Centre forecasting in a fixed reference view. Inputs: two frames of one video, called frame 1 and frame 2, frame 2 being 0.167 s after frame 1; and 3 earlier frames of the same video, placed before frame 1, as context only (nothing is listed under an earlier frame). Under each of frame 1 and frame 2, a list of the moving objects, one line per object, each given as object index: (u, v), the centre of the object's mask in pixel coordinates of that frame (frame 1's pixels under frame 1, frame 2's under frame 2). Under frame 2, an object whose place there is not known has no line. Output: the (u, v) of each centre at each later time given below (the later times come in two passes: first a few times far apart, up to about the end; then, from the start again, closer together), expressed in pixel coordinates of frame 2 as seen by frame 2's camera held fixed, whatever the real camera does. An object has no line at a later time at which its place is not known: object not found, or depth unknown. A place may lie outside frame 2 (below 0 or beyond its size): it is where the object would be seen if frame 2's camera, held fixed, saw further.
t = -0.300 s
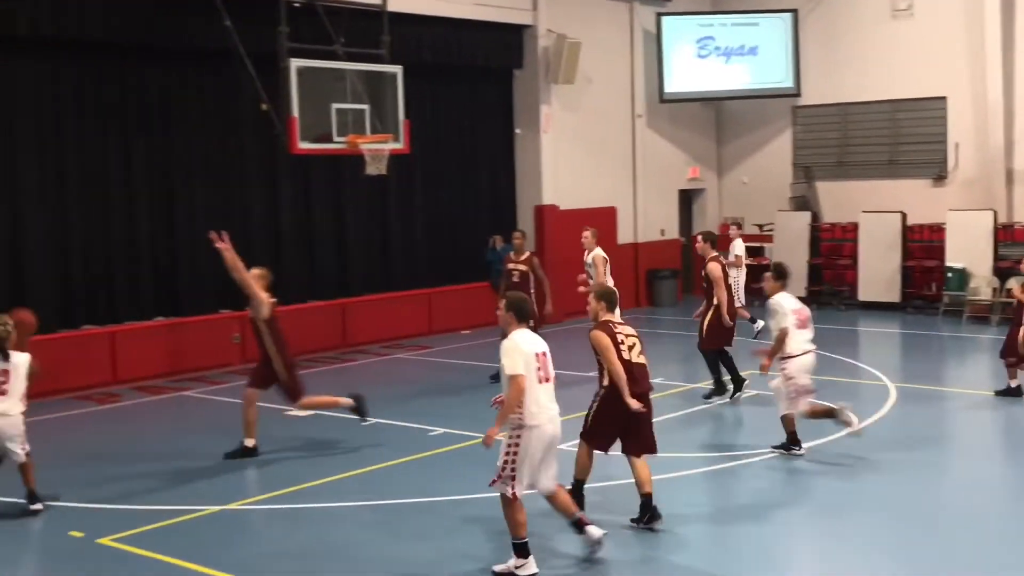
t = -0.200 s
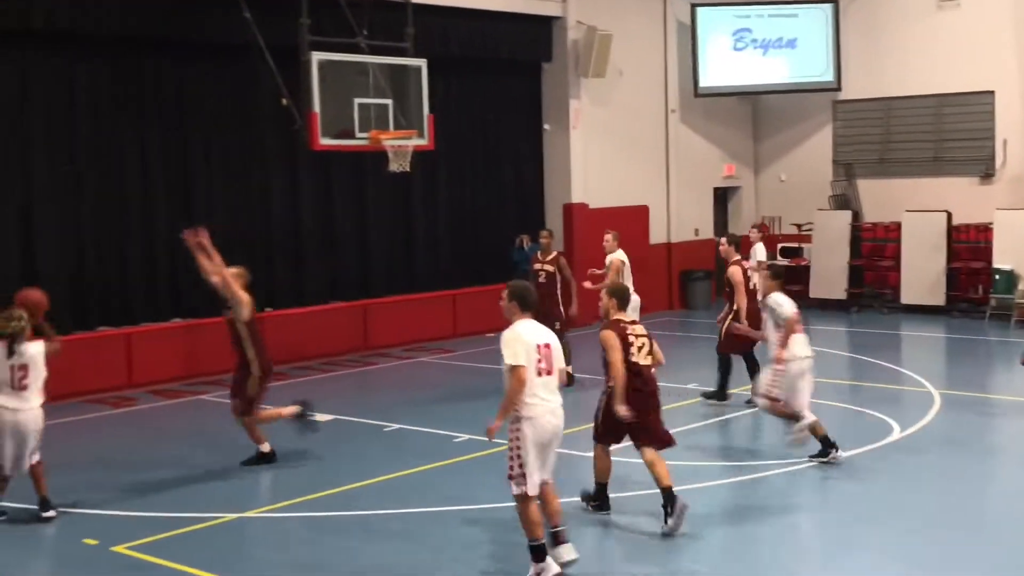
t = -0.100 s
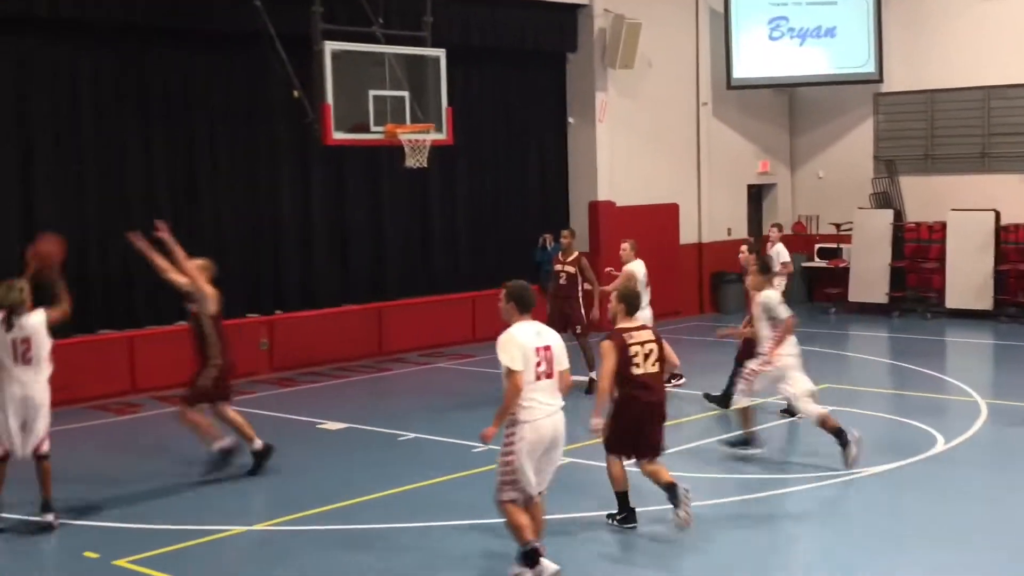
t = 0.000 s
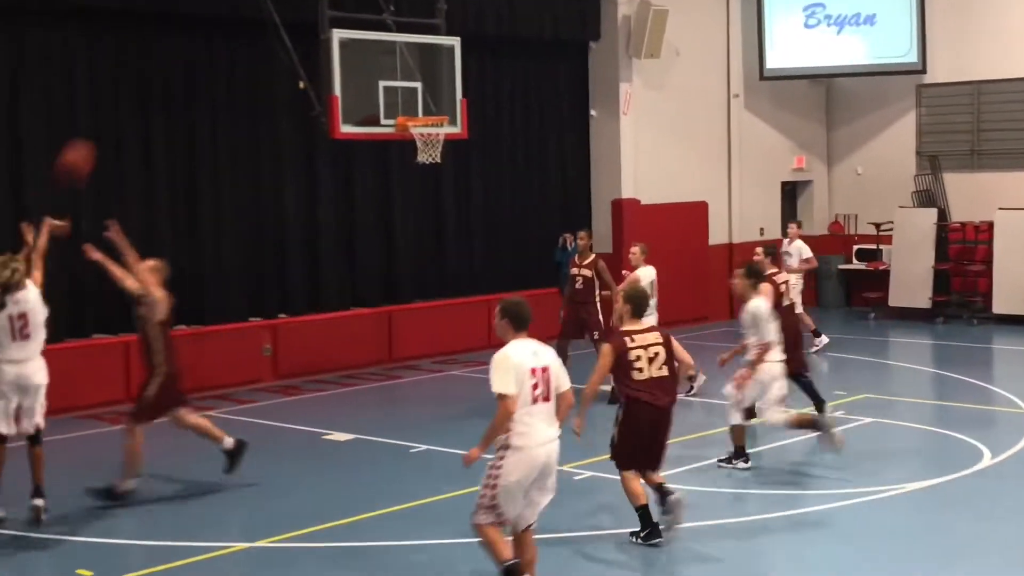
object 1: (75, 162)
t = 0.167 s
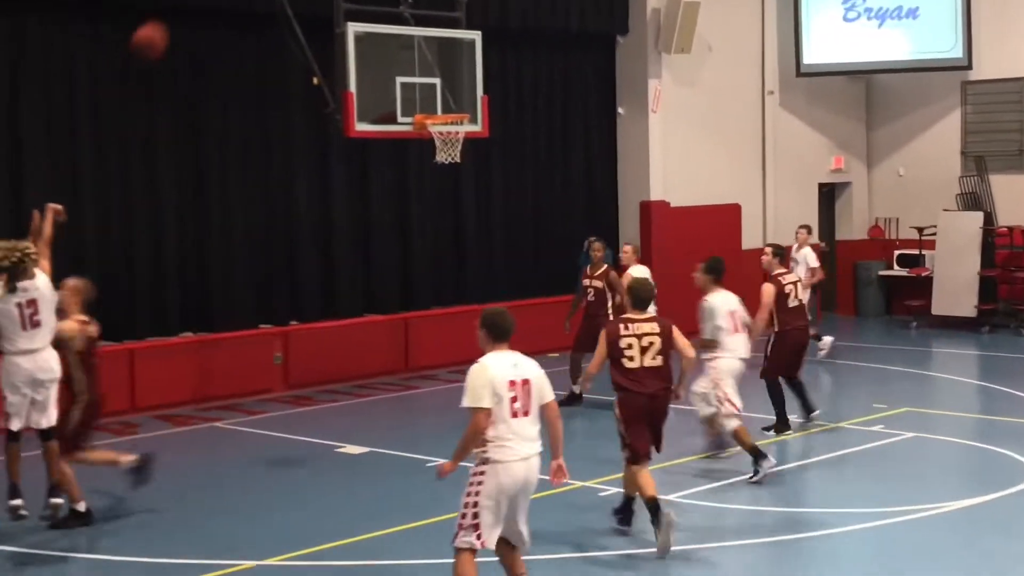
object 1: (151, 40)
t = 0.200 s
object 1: (165, 23)
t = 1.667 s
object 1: (407, 196)
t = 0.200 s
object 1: (165, 23)
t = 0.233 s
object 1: (177, 12)
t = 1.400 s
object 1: (433, 152)
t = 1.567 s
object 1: (416, 169)
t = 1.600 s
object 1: (413, 177)
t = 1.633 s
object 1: (410, 186)
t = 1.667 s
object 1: (407, 196)
